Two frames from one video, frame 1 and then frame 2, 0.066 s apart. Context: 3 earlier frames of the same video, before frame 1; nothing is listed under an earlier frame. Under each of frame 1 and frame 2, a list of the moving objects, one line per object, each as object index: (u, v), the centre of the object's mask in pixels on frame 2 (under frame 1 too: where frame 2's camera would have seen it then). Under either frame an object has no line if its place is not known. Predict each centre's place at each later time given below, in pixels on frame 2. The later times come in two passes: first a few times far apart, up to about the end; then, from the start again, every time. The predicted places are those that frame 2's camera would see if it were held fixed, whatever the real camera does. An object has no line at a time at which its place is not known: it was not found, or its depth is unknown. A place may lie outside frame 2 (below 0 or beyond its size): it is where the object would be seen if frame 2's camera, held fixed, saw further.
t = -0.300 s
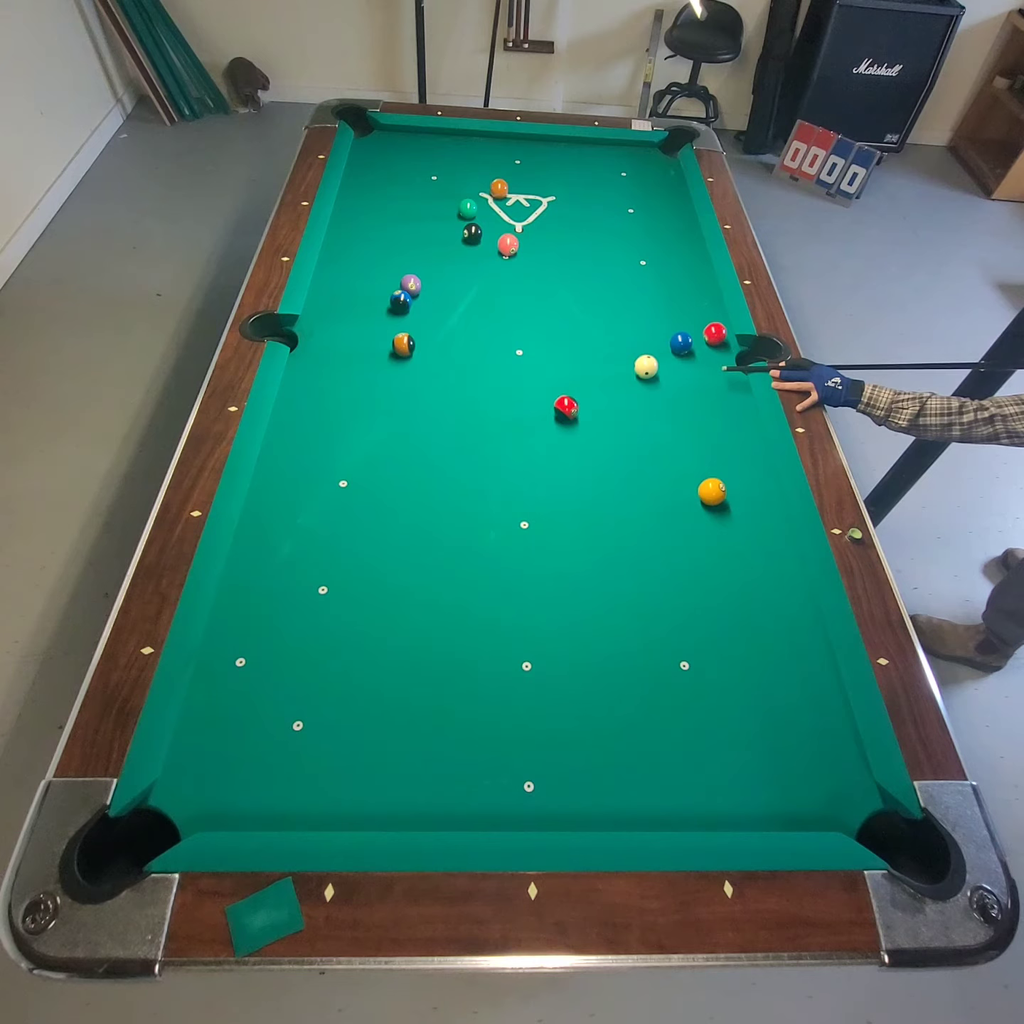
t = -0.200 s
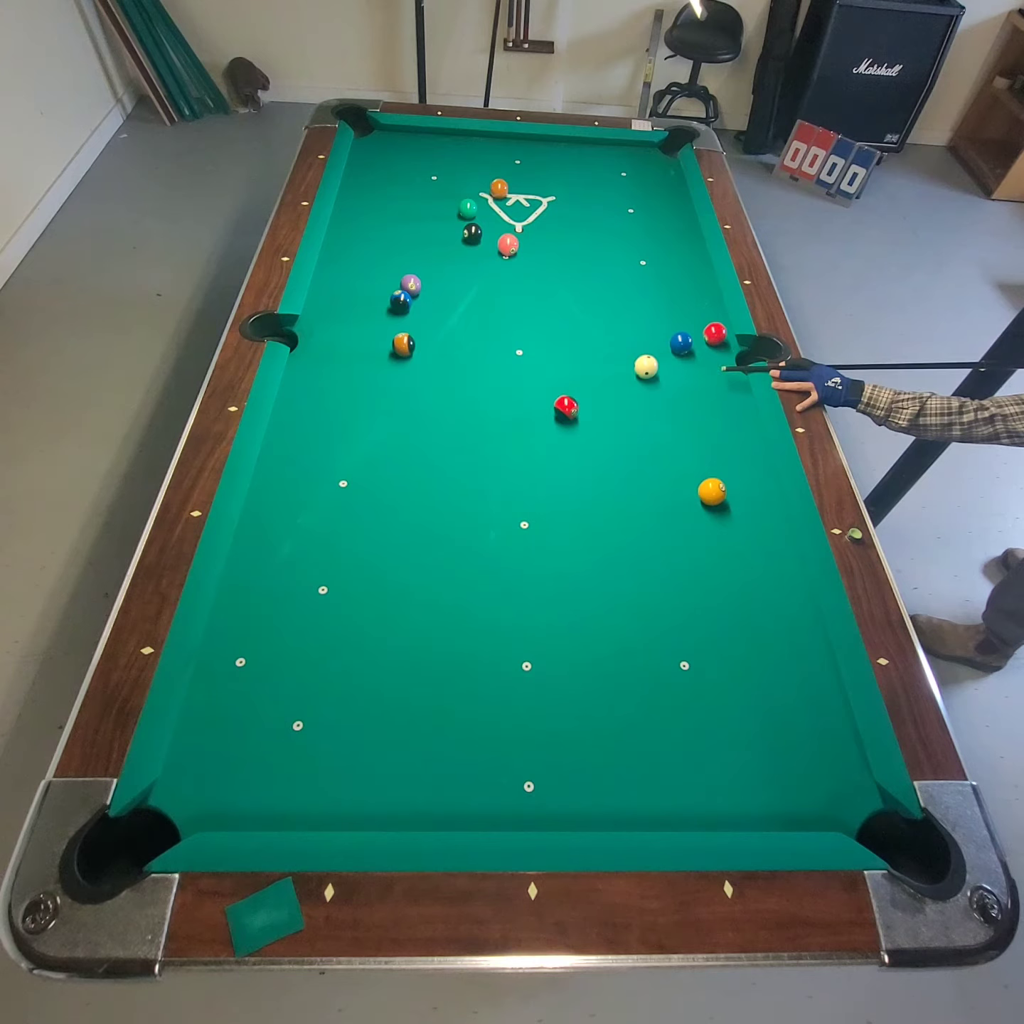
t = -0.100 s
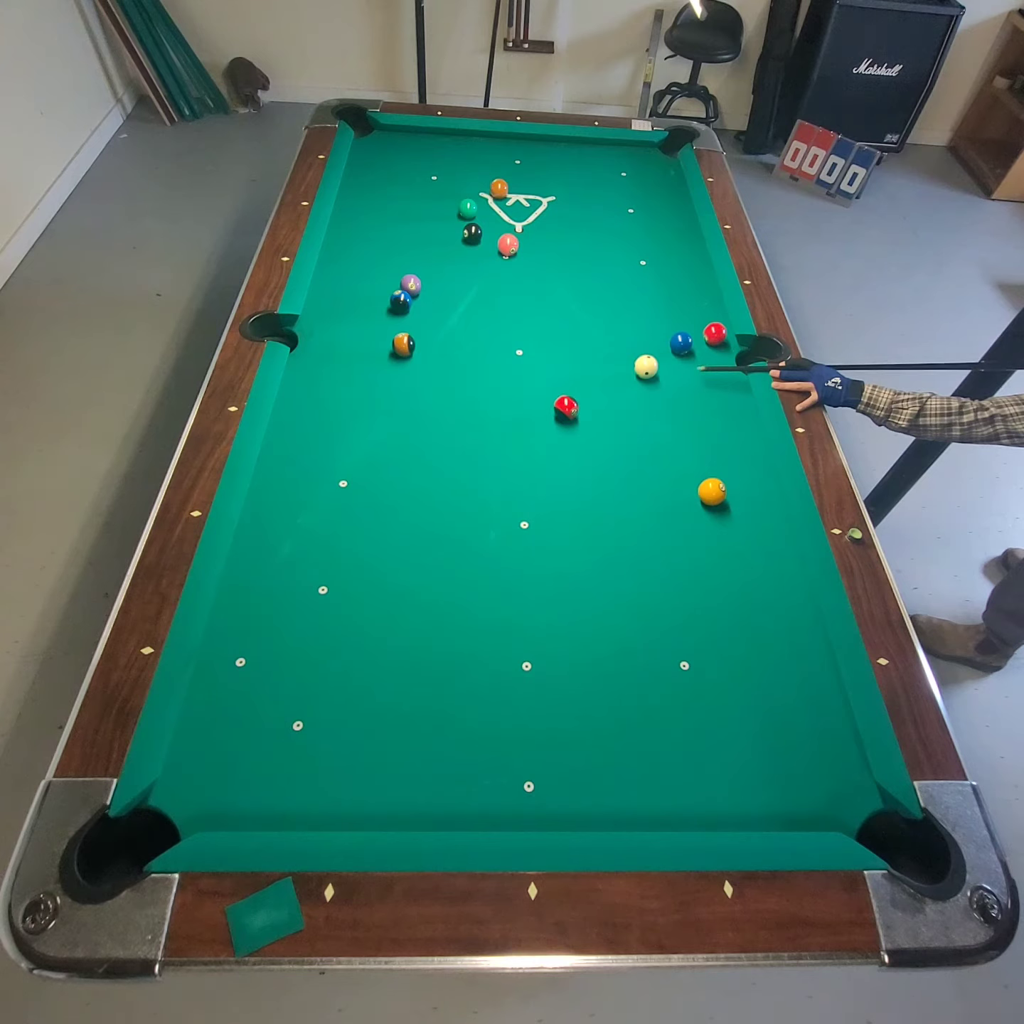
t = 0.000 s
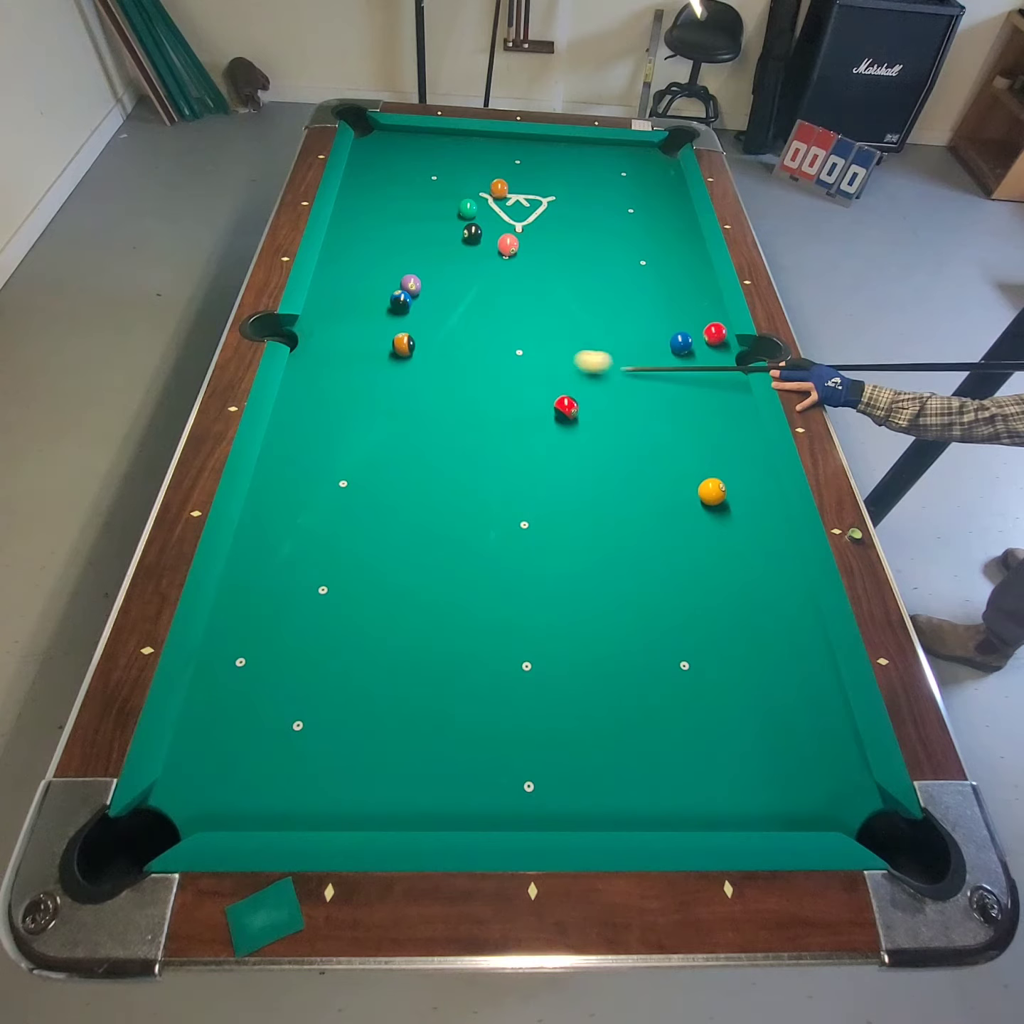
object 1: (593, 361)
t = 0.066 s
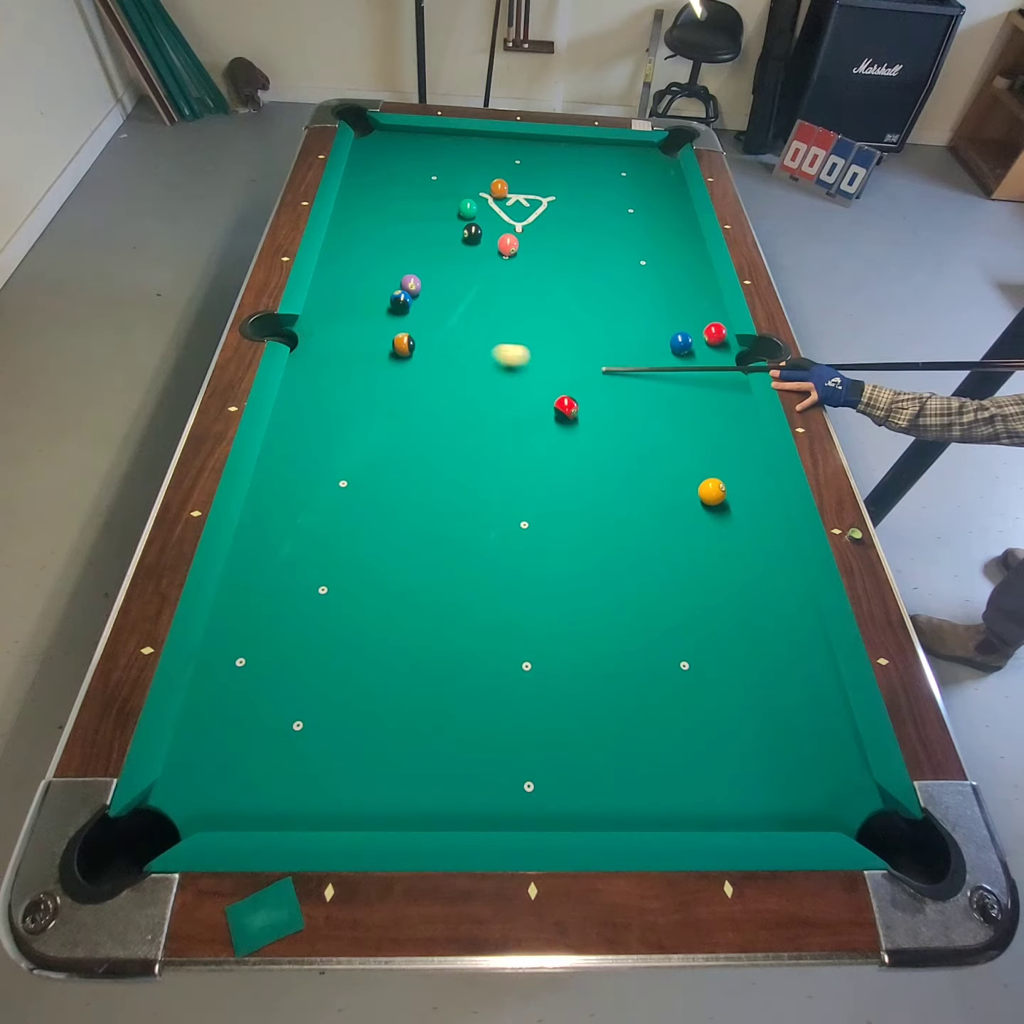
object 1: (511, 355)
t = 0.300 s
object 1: (413, 365)
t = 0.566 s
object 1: (394, 389)
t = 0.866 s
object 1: (373, 416)
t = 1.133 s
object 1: (355, 438)
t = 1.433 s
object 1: (335, 462)
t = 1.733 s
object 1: (316, 484)
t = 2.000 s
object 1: (301, 502)
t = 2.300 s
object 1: (286, 520)
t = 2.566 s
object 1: (275, 533)
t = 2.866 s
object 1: (265, 546)
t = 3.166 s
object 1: (258, 555)
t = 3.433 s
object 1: (254, 560)
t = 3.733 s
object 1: (252, 562)
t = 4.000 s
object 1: (252, 562)
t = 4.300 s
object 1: (252, 562)
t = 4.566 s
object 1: (252, 562)
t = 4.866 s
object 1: (252, 562)
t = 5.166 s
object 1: (252, 562)
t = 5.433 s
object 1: (252, 562)
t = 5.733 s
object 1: (252, 562)
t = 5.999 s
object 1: (252, 562)
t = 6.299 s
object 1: (252, 562)
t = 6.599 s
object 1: (252, 562)
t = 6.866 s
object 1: (252, 562)
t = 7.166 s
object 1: (252, 562)
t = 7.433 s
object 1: (252, 562)
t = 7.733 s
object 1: (252, 562)
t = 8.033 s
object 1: (252, 562)
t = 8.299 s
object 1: (252, 562)
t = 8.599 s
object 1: (252, 562)
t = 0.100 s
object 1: (472, 352)
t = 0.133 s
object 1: (433, 349)
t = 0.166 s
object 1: (423, 353)
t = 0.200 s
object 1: (420, 356)
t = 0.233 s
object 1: (417, 359)
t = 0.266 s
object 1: (415, 362)
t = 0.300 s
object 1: (413, 365)
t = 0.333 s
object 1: (410, 369)
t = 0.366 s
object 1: (408, 371)
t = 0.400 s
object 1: (406, 374)
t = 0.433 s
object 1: (404, 377)
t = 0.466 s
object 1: (401, 381)
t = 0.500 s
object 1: (399, 383)
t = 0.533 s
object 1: (397, 386)
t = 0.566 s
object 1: (394, 389)
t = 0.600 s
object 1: (392, 392)
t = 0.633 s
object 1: (390, 395)
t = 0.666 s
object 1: (387, 398)
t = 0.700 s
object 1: (385, 401)
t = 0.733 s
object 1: (383, 404)
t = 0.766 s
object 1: (380, 407)
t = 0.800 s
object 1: (378, 410)
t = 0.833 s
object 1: (376, 413)
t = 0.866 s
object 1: (373, 416)
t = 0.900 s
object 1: (371, 419)
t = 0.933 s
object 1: (369, 422)
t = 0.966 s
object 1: (366, 425)
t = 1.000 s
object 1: (364, 427)
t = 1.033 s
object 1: (362, 430)
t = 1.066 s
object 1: (360, 433)
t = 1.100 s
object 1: (357, 436)
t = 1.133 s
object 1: (355, 438)
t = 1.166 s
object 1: (353, 441)
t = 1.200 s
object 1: (351, 444)
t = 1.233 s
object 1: (348, 447)
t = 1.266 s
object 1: (346, 449)
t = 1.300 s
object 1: (344, 452)
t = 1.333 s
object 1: (342, 454)
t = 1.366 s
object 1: (340, 457)
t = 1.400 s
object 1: (337, 460)
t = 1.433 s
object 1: (335, 462)
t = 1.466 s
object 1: (333, 465)
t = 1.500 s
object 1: (331, 467)
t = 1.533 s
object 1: (329, 470)
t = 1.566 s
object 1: (327, 472)
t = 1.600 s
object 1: (325, 475)
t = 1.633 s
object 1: (322, 477)
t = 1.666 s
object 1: (320, 479)
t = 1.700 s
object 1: (318, 482)
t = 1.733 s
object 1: (316, 484)
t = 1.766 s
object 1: (314, 486)
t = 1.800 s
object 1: (312, 489)
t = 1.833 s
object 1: (311, 491)
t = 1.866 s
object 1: (309, 493)
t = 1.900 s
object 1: (307, 495)
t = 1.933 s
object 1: (305, 498)
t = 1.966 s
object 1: (303, 500)
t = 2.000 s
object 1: (301, 502)
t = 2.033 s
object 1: (299, 504)
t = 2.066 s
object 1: (298, 506)
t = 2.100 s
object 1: (296, 508)
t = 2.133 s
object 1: (294, 510)
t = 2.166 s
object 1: (293, 512)
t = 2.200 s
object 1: (291, 514)
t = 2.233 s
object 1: (289, 516)
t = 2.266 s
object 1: (288, 518)
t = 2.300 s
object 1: (286, 520)
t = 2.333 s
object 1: (285, 521)
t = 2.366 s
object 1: (283, 523)
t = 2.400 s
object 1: (282, 525)
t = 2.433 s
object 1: (280, 527)
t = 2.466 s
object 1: (279, 528)
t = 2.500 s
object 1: (278, 530)
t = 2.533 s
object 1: (276, 532)
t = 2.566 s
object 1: (275, 533)
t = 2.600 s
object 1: (274, 535)
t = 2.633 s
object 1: (273, 536)
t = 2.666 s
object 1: (272, 538)
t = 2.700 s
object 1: (270, 539)
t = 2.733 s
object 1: (269, 540)
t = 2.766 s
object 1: (268, 542)
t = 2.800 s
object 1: (267, 543)
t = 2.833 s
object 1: (266, 544)
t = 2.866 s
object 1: (265, 546)
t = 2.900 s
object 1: (265, 547)
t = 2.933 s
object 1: (264, 548)
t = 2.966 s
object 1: (263, 549)
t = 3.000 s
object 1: (262, 550)
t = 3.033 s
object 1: (261, 551)
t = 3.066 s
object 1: (260, 552)
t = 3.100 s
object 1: (259, 553)
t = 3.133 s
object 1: (259, 554)
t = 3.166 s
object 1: (258, 555)
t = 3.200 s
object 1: (257, 555)
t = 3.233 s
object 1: (257, 556)
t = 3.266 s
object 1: (256, 557)
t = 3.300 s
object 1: (256, 558)
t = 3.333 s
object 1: (255, 558)
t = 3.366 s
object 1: (255, 559)
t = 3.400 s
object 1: (254, 560)
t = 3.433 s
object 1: (254, 560)
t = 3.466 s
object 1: (254, 561)
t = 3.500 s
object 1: (253, 561)
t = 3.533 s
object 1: (253, 561)
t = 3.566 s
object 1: (253, 562)
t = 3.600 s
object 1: (252, 562)
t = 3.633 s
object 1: (252, 562)
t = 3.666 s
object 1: (252, 562)
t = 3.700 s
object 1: (252, 562)
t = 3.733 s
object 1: (252, 562)
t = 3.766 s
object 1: (252, 562)
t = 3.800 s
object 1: (252, 562)
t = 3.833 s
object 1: (252, 562)
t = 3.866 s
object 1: (252, 562)
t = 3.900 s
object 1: (252, 562)
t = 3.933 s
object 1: (252, 562)
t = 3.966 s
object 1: (252, 562)
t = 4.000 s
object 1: (252, 562)
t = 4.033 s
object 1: (252, 562)
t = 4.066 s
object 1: (252, 562)
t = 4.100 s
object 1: (252, 562)
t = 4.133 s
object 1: (252, 562)
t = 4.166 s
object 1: (252, 562)
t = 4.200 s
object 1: (252, 562)
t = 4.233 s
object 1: (252, 562)
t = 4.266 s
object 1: (252, 562)
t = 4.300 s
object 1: (252, 562)
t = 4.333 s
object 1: (252, 562)
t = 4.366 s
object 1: (252, 562)
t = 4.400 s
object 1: (252, 562)
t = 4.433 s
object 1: (252, 562)
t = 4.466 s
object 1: (252, 562)
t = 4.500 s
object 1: (252, 562)
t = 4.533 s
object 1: (252, 562)
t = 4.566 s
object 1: (252, 562)
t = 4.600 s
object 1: (252, 562)
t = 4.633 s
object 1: (252, 562)
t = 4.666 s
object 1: (252, 562)
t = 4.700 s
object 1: (252, 562)
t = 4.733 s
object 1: (252, 562)
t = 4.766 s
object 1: (252, 562)
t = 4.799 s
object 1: (252, 562)
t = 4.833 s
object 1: (252, 562)
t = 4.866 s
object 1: (252, 562)
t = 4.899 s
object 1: (252, 562)
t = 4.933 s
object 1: (252, 562)
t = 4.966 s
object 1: (252, 562)
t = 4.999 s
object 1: (252, 562)
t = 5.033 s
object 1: (252, 562)
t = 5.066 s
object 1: (252, 562)
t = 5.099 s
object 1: (252, 562)
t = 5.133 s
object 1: (252, 562)
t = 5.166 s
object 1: (252, 562)
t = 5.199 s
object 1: (252, 562)
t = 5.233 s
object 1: (252, 562)
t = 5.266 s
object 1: (252, 562)
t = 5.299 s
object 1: (252, 562)
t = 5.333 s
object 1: (252, 562)
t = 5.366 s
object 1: (252, 562)
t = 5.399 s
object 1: (252, 562)
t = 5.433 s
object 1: (252, 562)
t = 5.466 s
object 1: (252, 562)
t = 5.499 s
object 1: (252, 562)
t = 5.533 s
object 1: (252, 562)
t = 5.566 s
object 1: (252, 562)
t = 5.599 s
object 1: (252, 562)
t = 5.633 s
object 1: (252, 562)
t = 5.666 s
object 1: (252, 562)
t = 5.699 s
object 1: (252, 562)
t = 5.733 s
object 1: (252, 562)
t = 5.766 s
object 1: (252, 562)
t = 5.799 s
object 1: (252, 562)
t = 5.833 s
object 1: (252, 562)
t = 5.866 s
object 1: (252, 562)
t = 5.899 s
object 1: (252, 562)
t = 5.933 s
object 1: (252, 562)
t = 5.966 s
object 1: (252, 562)
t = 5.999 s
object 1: (252, 562)
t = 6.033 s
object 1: (252, 562)
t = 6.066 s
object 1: (252, 562)
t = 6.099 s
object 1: (252, 562)
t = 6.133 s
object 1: (252, 562)
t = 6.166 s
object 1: (252, 562)
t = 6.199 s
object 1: (252, 562)
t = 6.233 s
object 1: (252, 562)
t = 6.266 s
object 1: (252, 562)
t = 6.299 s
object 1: (252, 562)
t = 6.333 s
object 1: (252, 562)
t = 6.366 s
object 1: (252, 562)
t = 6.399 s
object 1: (252, 562)
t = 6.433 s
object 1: (252, 562)
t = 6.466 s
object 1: (252, 562)
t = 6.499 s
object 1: (252, 562)
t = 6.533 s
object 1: (252, 562)
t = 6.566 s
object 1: (252, 562)
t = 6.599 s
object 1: (252, 562)
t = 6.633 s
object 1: (252, 562)
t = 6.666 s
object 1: (252, 562)
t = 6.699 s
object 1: (252, 562)
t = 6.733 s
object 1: (252, 562)
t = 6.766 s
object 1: (252, 562)
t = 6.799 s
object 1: (252, 562)
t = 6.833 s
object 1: (252, 562)
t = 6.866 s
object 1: (252, 562)
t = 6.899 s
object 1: (252, 562)
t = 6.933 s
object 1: (252, 562)
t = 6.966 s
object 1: (252, 562)
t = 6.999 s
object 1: (252, 562)
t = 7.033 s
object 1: (252, 562)
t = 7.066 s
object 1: (252, 562)
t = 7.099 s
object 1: (252, 562)
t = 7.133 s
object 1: (252, 562)
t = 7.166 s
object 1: (252, 562)
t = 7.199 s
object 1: (252, 562)
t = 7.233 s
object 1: (252, 562)
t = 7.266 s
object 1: (252, 562)
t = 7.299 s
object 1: (252, 562)
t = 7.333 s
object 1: (252, 562)
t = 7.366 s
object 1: (252, 562)
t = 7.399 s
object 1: (252, 562)
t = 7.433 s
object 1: (252, 562)
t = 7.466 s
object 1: (252, 562)
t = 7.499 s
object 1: (252, 562)
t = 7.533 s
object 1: (252, 562)
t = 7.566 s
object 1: (252, 562)
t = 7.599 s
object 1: (252, 562)
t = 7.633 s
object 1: (252, 562)
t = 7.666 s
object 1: (252, 562)
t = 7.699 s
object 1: (252, 562)
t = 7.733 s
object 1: (252, 562)
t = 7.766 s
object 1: (252, 562)
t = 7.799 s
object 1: (252, 562)
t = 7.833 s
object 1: (252, 562)
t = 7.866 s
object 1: (252, 562)
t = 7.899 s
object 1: (252, 562)
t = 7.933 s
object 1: (252, 562)
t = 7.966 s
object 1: (252, 562)
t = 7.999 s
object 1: (252, 562)
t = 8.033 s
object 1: (252, 562)
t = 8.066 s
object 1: (252, 562)
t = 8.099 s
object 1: (252, 562)
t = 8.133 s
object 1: (252, 562)
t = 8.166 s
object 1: (252, 562)
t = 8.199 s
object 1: (252, 562)
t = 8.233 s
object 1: (252, 562)
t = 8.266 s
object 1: (252, 562)
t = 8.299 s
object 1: (252, 562)
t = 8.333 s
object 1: (252, 562)
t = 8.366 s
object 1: (252, 562)
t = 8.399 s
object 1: (252, 562)
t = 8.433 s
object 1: (252, 562)
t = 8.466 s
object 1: (252, 562)
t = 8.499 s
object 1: (252, 562)
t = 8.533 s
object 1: (252, 562)
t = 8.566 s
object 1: (252, 562)
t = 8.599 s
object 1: (252, 562)
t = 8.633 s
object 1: (252, 562)
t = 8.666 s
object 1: (252, 562)
